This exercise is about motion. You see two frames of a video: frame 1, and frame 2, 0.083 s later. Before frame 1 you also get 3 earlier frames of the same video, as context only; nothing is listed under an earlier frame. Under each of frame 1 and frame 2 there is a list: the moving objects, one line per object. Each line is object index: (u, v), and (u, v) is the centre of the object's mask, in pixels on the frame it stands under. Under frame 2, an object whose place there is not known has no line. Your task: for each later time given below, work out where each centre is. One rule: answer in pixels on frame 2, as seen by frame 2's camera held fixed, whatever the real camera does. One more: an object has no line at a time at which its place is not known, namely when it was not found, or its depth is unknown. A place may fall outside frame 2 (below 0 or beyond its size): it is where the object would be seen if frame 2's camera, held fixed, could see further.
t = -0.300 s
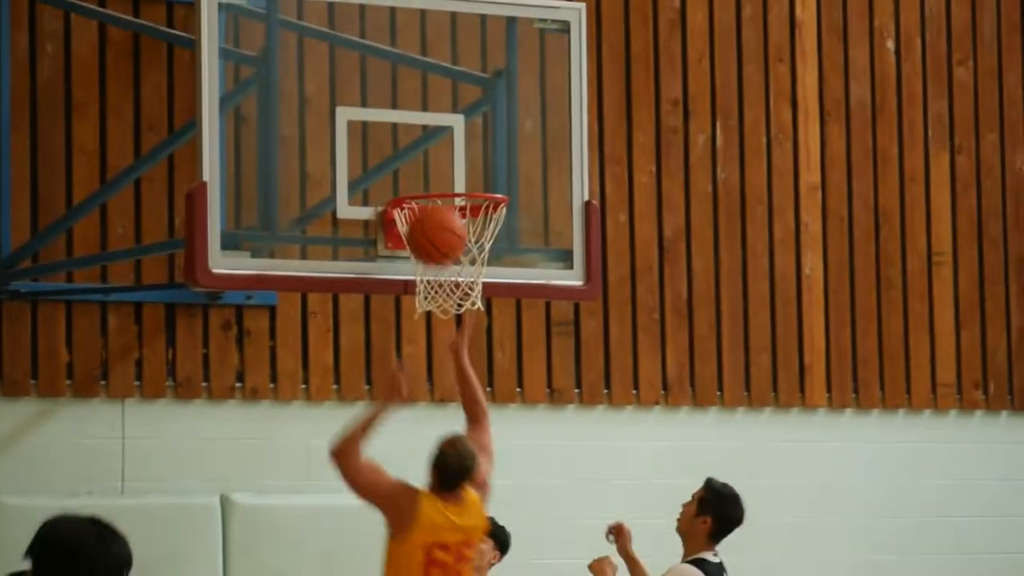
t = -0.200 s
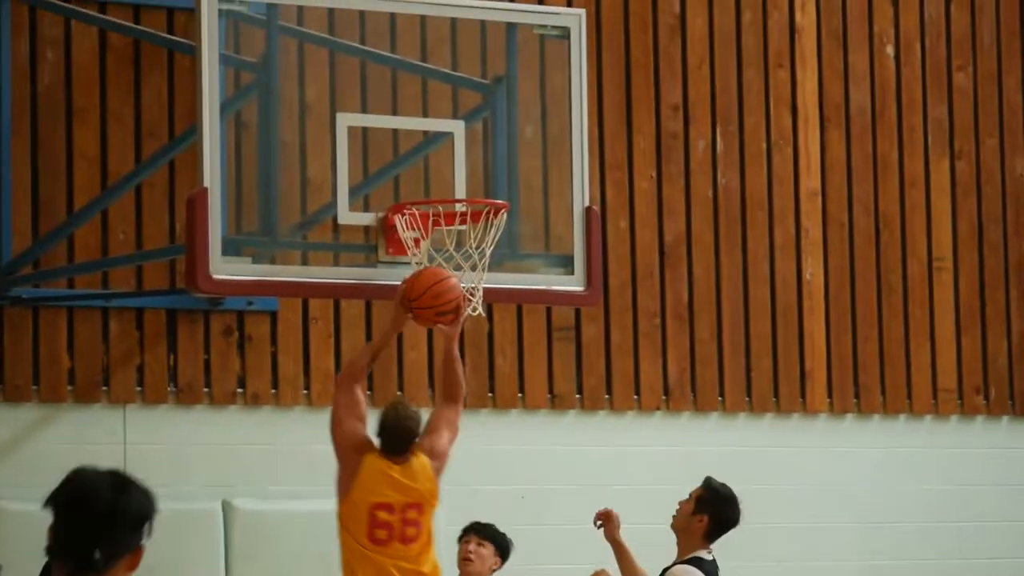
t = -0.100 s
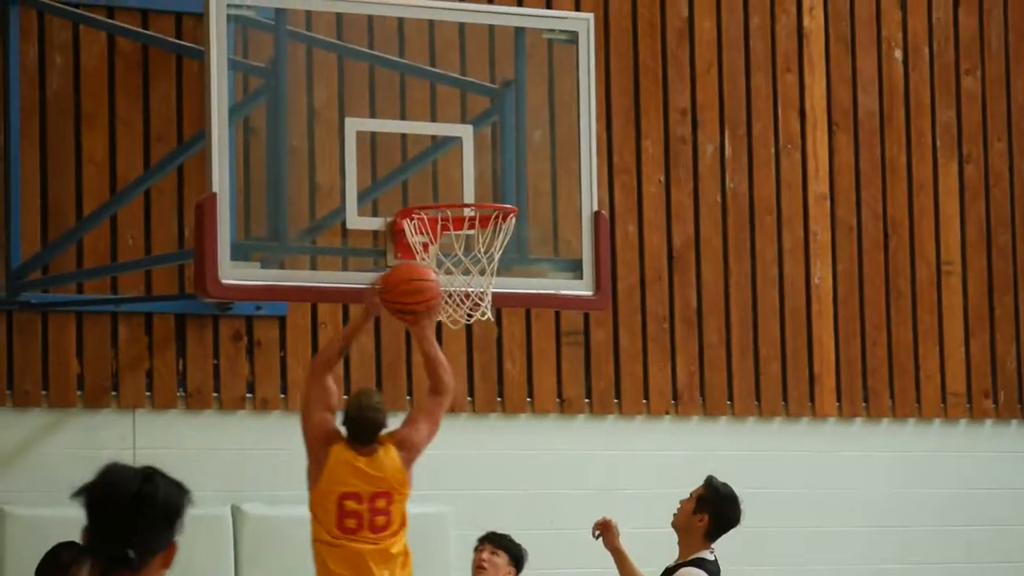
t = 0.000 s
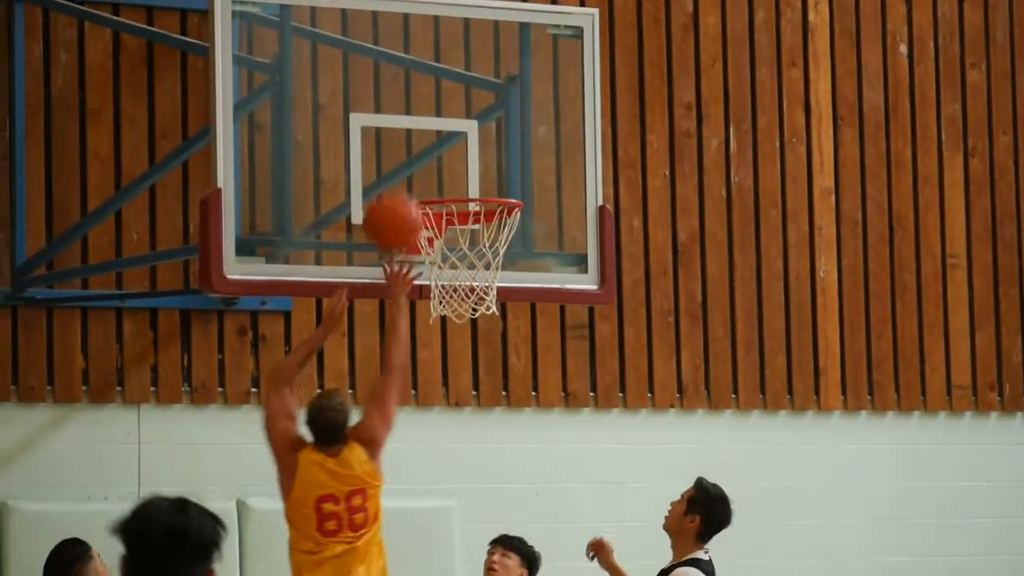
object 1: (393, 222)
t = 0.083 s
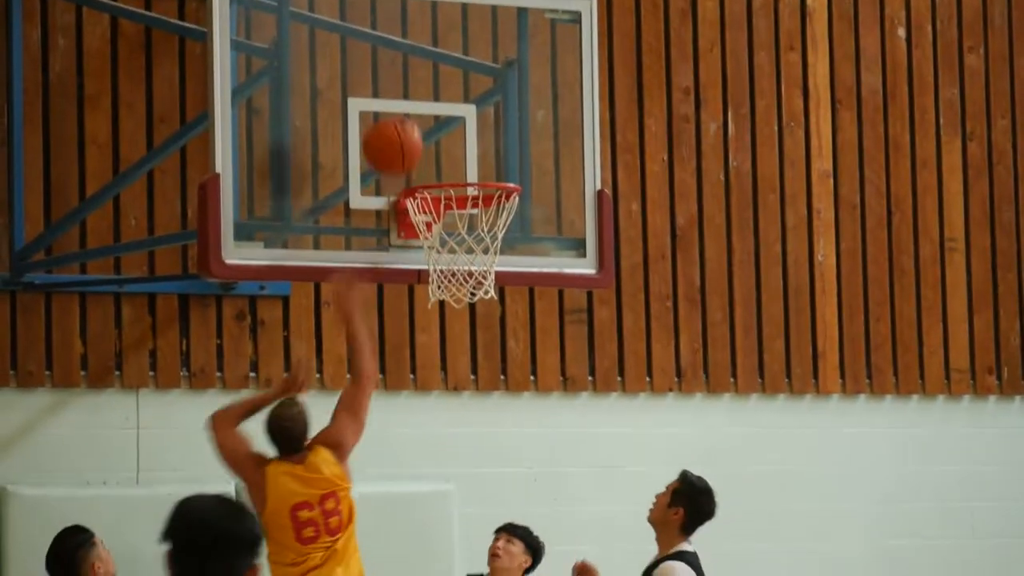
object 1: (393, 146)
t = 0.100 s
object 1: (393, 137)
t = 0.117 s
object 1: (392, 129)
